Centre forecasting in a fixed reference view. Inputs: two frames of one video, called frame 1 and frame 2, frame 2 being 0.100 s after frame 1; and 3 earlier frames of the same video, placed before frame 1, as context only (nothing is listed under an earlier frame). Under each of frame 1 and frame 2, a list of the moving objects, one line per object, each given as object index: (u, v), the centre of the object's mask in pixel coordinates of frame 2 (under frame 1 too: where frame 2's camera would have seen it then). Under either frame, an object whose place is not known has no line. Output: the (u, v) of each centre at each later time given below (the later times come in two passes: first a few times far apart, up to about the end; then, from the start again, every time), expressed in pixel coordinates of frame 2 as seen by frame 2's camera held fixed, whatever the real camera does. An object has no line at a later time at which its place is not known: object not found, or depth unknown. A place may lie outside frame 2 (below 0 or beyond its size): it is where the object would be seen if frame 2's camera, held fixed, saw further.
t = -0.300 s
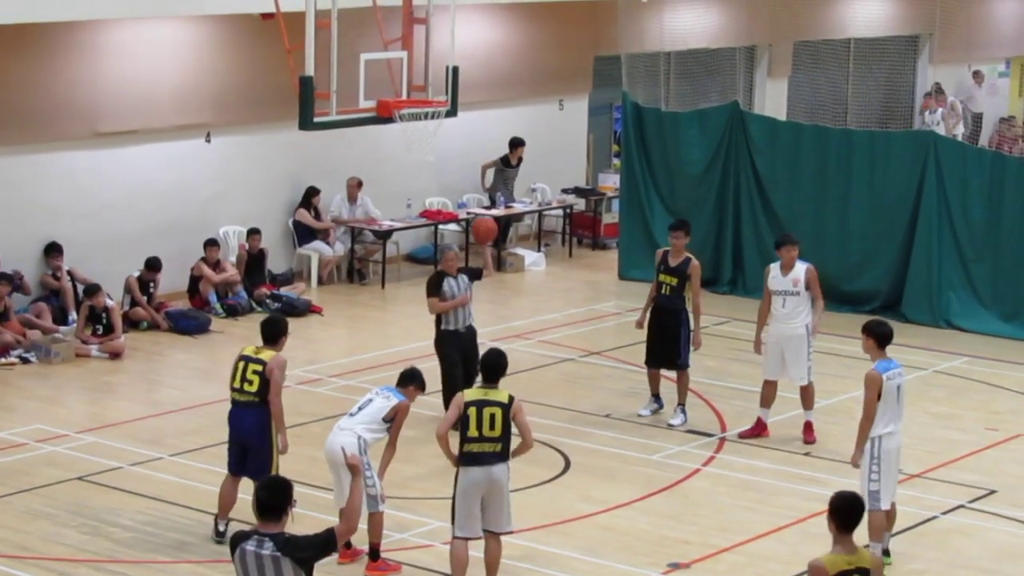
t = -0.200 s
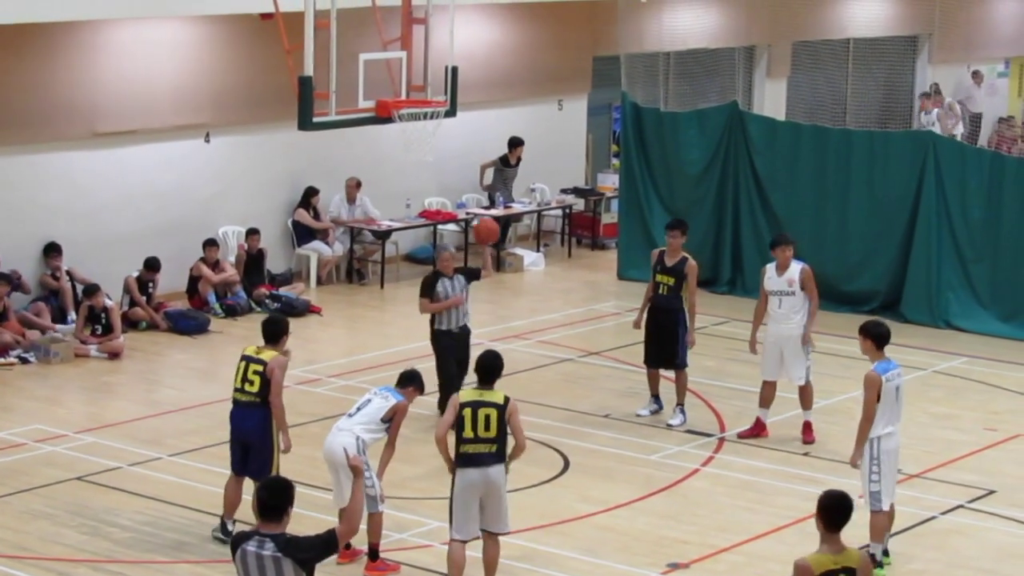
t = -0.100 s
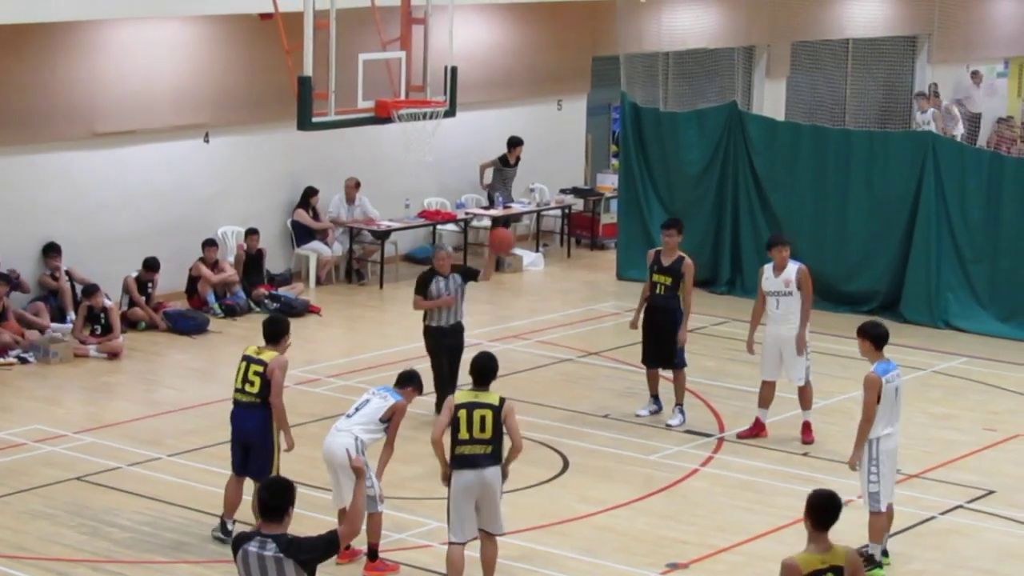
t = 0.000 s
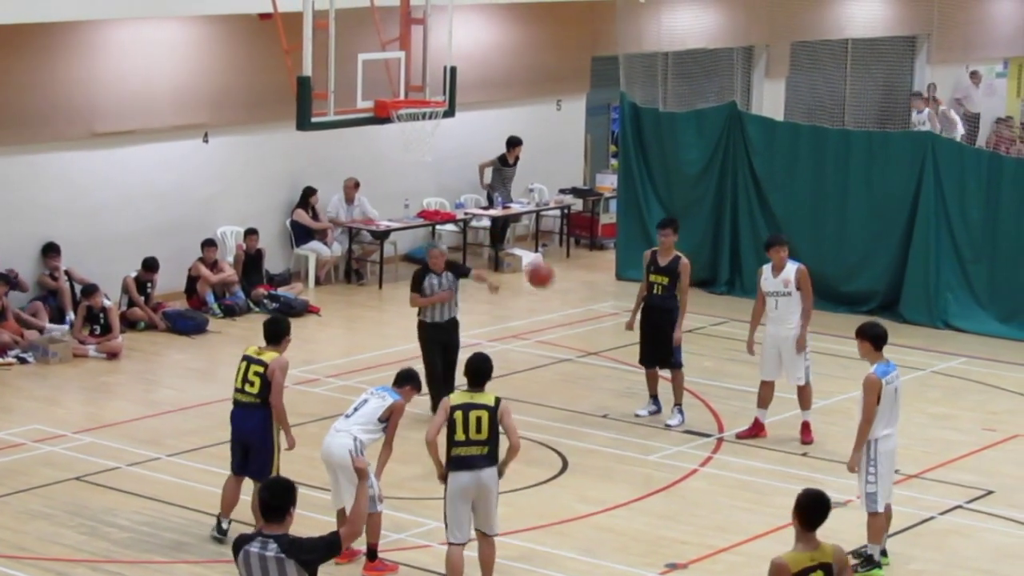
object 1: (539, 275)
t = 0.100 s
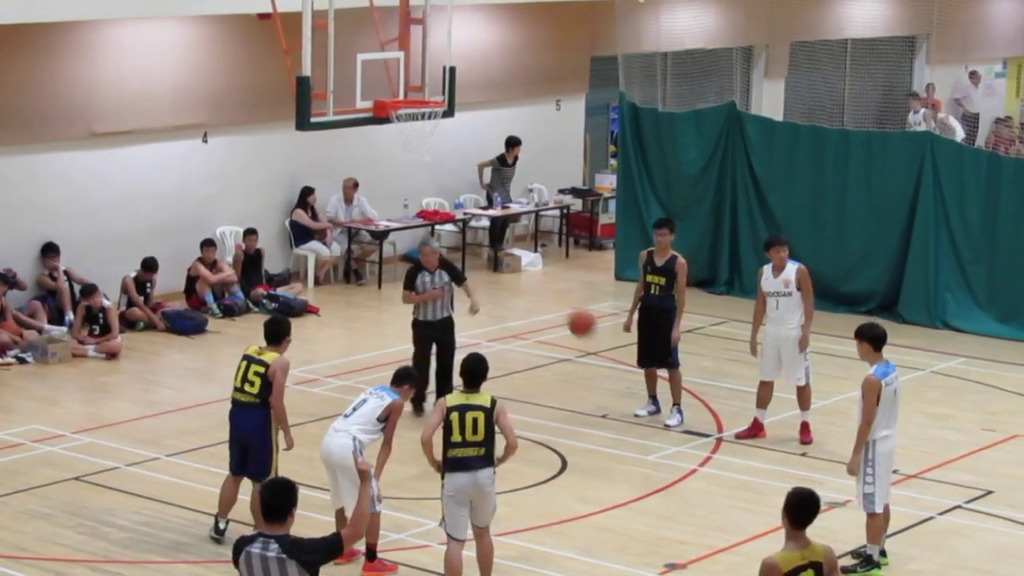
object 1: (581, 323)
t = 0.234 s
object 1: (639, 409)
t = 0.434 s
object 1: (708, 434)
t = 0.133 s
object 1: (595, 342)
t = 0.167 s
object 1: (610, 363)
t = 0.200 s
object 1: (624, 385)
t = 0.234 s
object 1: (639, 409)
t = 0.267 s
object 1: (654, 435)
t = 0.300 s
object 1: (669, 462)
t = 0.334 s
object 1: (682, 478)
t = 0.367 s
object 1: (691, 462)
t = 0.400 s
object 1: (700, 448)
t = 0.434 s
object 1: (708, 434)
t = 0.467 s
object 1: (718, 422)
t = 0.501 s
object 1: (727, 411)
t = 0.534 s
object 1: (736, 401)
